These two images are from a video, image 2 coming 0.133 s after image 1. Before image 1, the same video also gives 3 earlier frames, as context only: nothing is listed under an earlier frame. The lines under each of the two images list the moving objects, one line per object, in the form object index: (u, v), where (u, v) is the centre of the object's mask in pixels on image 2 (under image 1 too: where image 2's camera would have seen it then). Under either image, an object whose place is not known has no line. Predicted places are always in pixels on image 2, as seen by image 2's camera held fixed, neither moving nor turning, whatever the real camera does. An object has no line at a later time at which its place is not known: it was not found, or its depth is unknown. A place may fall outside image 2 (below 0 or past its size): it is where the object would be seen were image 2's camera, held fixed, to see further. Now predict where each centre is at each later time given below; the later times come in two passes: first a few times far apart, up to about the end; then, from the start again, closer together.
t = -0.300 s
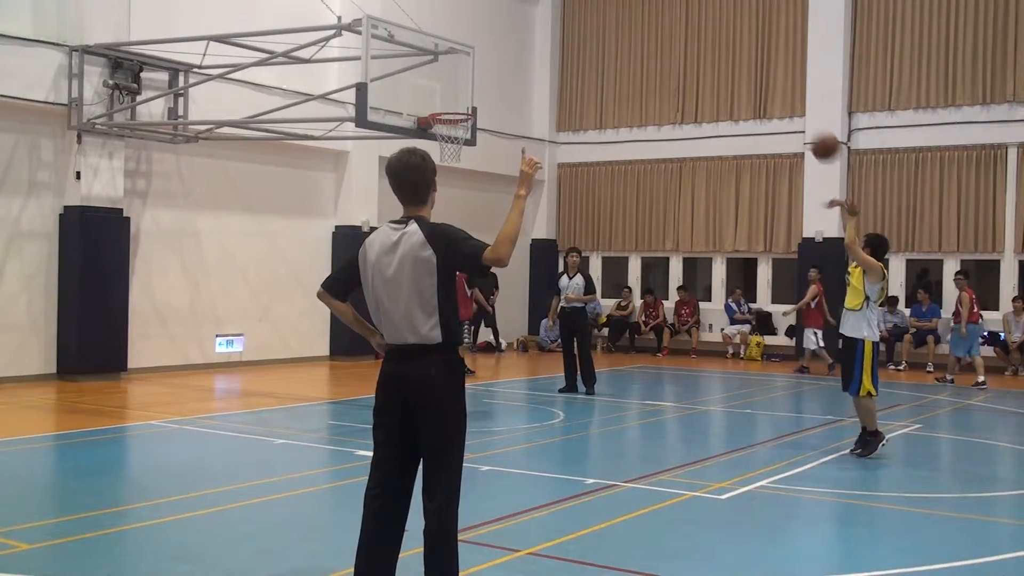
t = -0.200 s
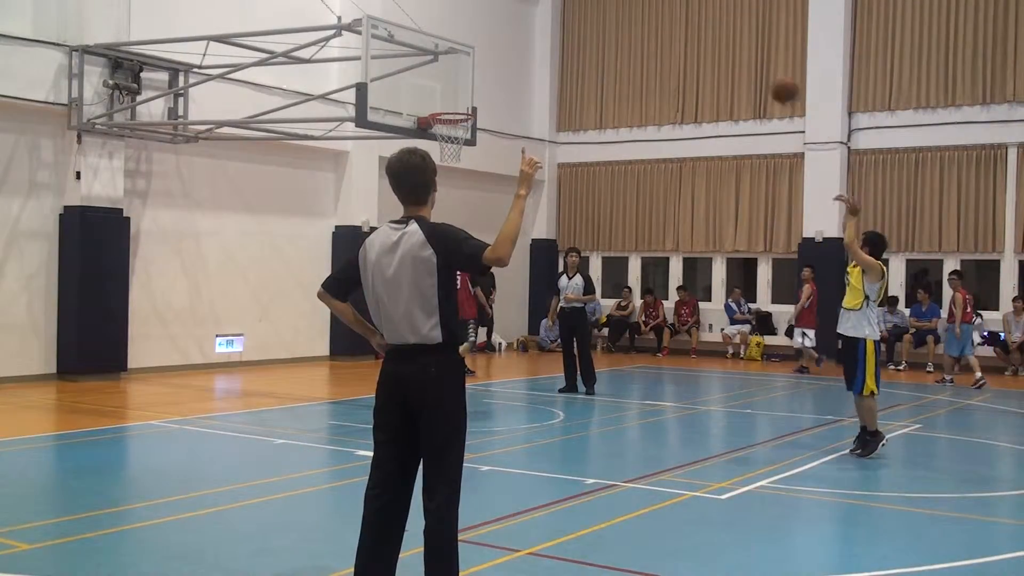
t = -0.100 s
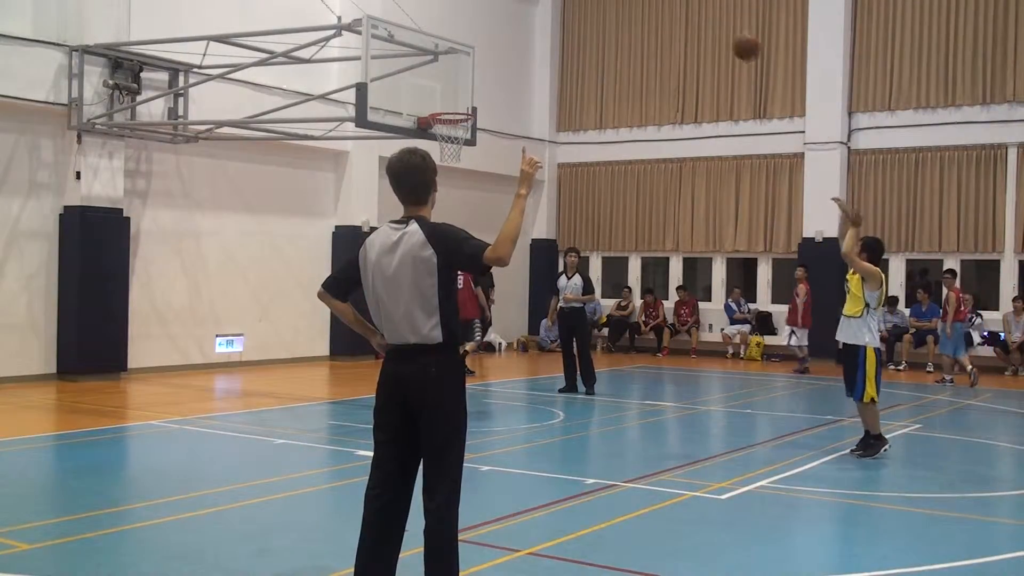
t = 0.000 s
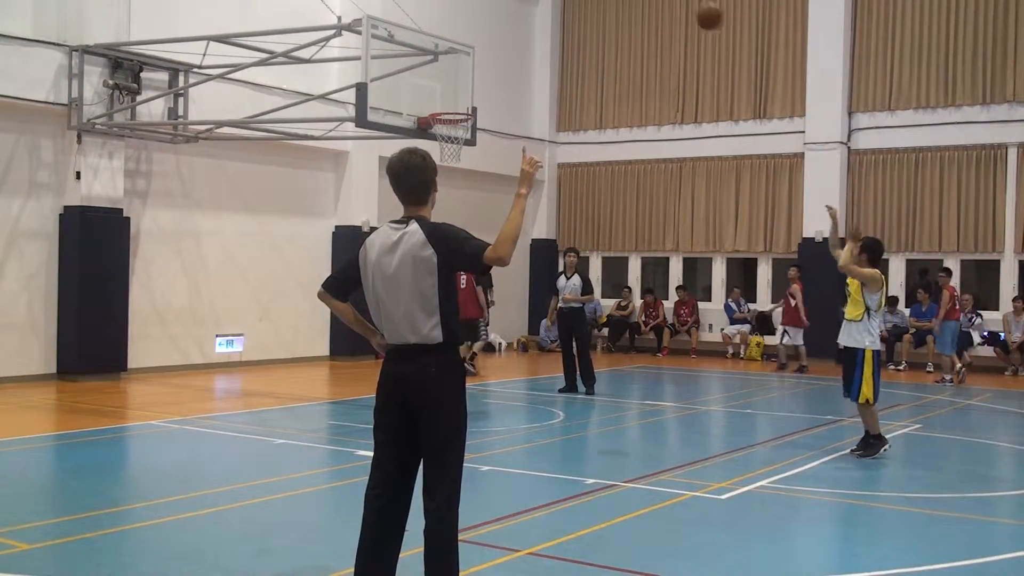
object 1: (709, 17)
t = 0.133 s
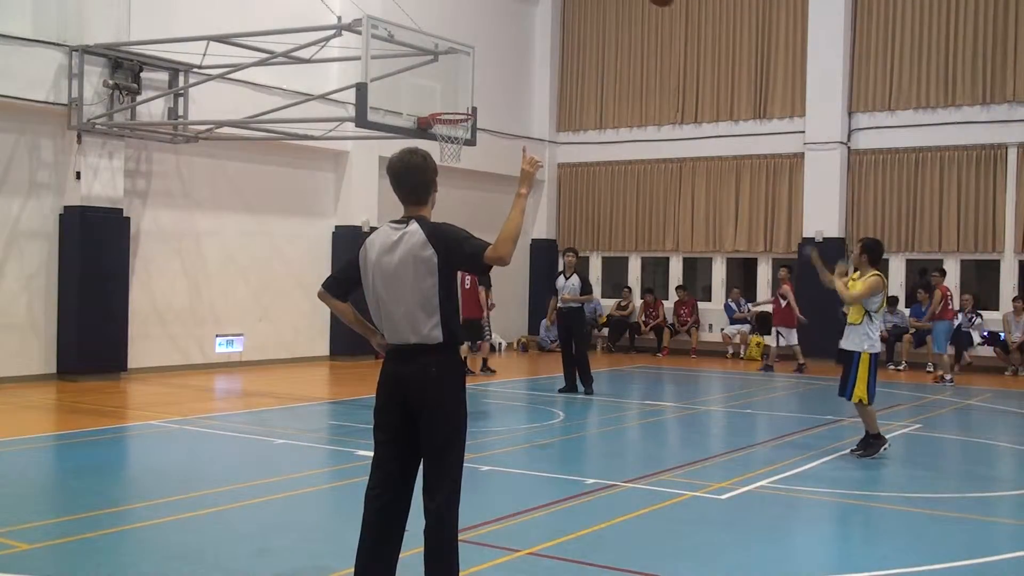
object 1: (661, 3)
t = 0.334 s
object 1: (595, 4)
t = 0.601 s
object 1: (512, 58)
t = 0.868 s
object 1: (506, 87)
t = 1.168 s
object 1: (568, 105)
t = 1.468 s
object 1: (630, 214)
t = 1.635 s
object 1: (665, 310)
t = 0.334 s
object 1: (595, 4)
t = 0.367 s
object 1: (584, 5)
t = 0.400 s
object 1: (573, 8)
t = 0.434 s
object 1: (563, 12)
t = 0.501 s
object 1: (542, 27)
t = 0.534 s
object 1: (532, 37)
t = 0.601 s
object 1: (512, 58)
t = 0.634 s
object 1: (502, 70)
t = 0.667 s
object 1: (493, 83)
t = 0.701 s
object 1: (483, 97)
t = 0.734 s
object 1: (478, 106)
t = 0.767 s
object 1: (485, 100)
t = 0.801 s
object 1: (492, 94)
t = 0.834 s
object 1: (499, 90)
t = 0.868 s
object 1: (506, 87)
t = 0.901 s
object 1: (513, 85)
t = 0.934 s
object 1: (520, 84)
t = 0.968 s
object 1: (527, 84)
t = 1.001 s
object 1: (534, 84)
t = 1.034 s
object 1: (541, 86)
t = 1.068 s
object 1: (548, 90)
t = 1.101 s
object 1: (554, 95)
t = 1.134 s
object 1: (561, 99)
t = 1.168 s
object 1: (568, 105)
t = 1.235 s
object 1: (582, 121)
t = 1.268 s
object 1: (589, 131)
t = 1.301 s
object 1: (596, 141)
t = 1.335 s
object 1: (603, 154)
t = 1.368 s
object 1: (609, 166)
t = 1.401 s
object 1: (616, 181)
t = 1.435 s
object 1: (623, 197)
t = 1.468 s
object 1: (630, 214)
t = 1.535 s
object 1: (643, 248)
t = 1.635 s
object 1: (665, 310)
